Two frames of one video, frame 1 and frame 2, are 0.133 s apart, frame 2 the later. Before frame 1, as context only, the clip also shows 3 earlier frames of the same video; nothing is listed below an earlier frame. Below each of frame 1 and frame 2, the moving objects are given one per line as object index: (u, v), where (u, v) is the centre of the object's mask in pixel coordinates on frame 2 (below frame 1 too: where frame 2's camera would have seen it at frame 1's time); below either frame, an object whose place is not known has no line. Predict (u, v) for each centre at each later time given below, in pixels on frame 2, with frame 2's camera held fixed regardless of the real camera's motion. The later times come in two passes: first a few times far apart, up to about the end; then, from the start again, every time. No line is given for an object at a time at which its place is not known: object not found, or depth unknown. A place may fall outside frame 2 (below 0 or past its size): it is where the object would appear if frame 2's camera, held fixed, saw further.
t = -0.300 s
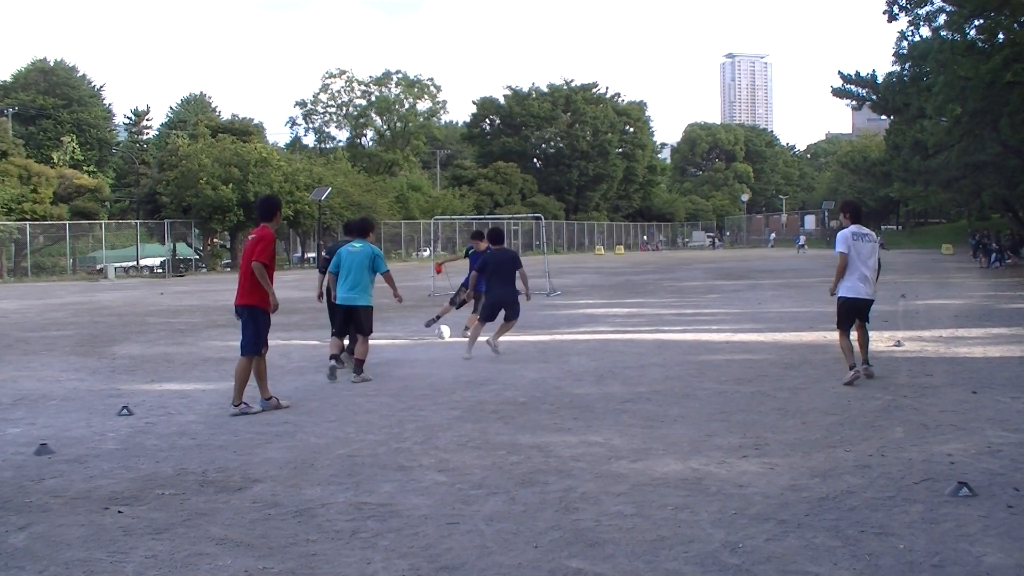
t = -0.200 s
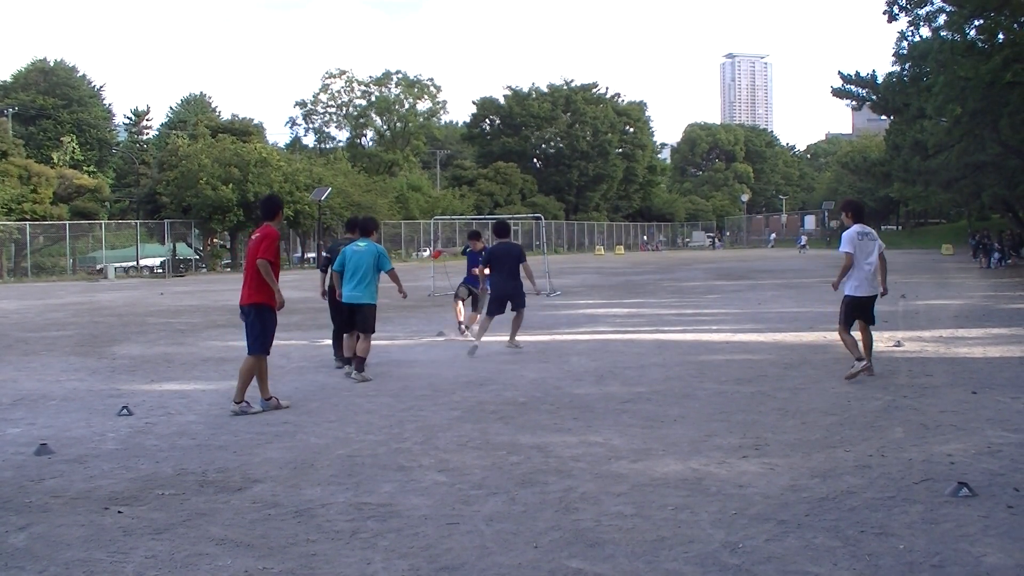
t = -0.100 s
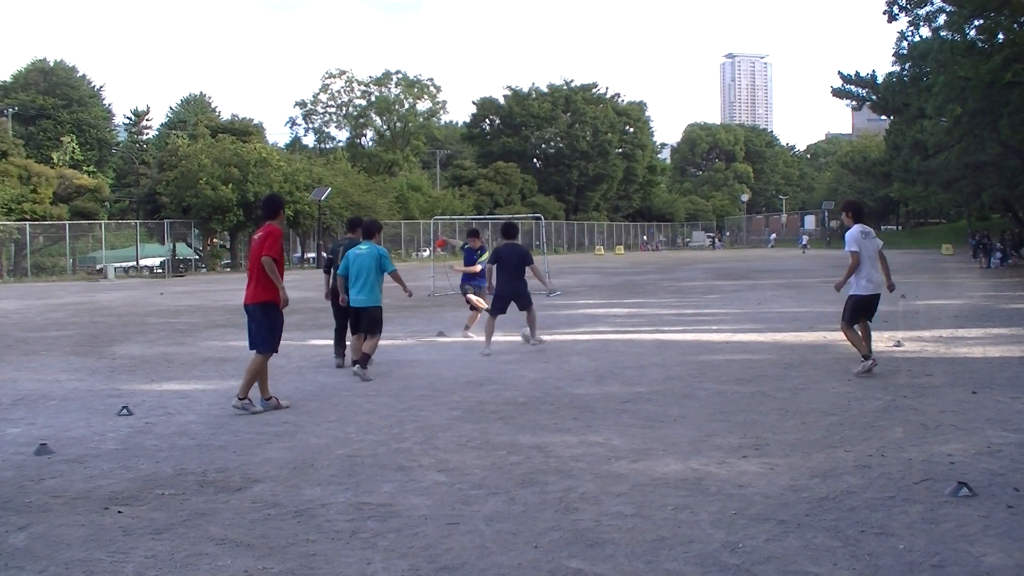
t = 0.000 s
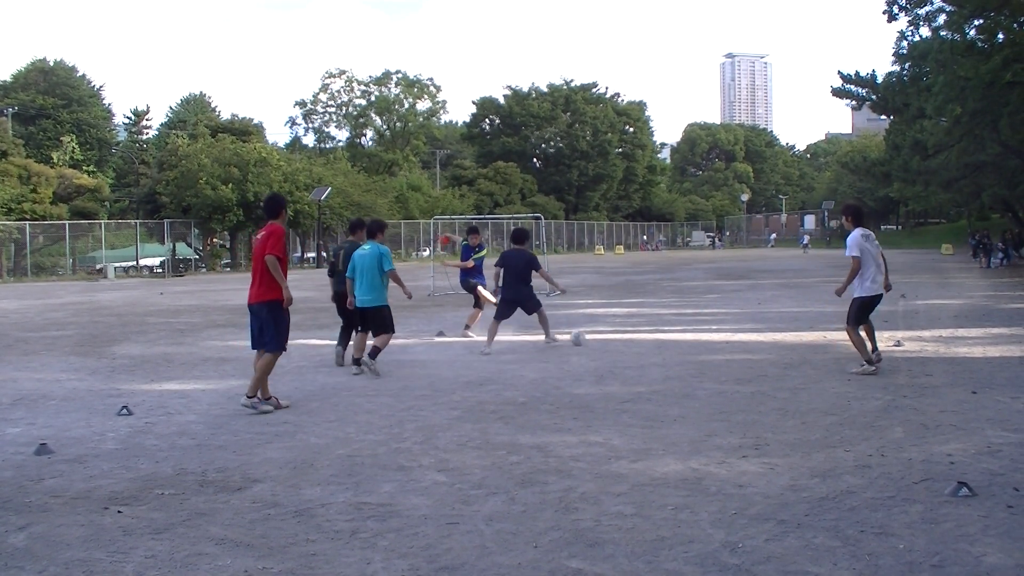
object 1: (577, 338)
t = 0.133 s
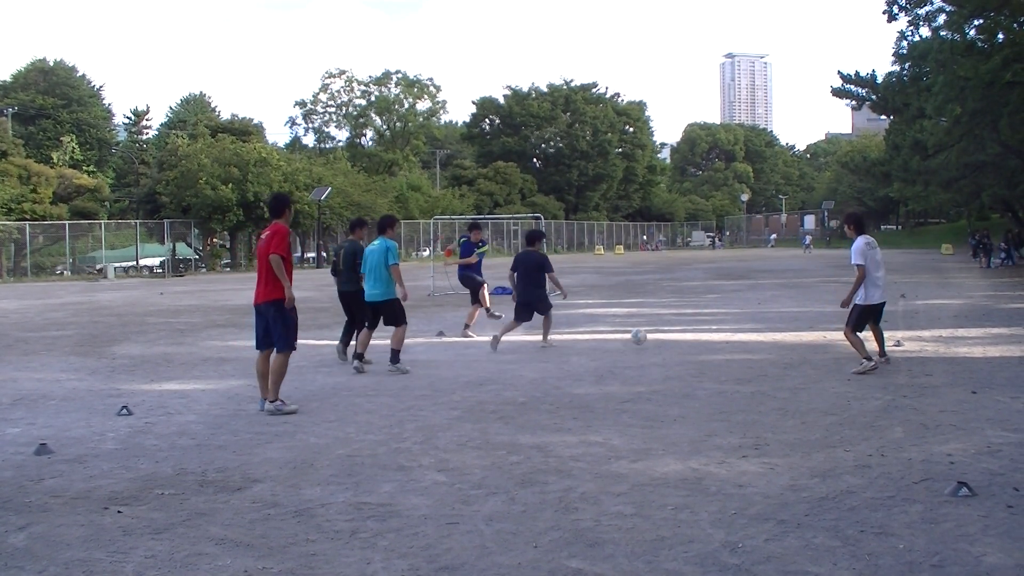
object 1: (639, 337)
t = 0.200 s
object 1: (670, 341)
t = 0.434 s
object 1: (769, 345)
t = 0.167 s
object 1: (654, 338)
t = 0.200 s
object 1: (670, 341)
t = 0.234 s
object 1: (685, 344)
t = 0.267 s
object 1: (700, 344)
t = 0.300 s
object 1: (714, 344)
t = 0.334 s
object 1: (729, 344)
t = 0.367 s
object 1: (743, 347)
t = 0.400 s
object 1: (757, 348)
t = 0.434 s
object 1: (769, 345)
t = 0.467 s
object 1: (781, 345)
